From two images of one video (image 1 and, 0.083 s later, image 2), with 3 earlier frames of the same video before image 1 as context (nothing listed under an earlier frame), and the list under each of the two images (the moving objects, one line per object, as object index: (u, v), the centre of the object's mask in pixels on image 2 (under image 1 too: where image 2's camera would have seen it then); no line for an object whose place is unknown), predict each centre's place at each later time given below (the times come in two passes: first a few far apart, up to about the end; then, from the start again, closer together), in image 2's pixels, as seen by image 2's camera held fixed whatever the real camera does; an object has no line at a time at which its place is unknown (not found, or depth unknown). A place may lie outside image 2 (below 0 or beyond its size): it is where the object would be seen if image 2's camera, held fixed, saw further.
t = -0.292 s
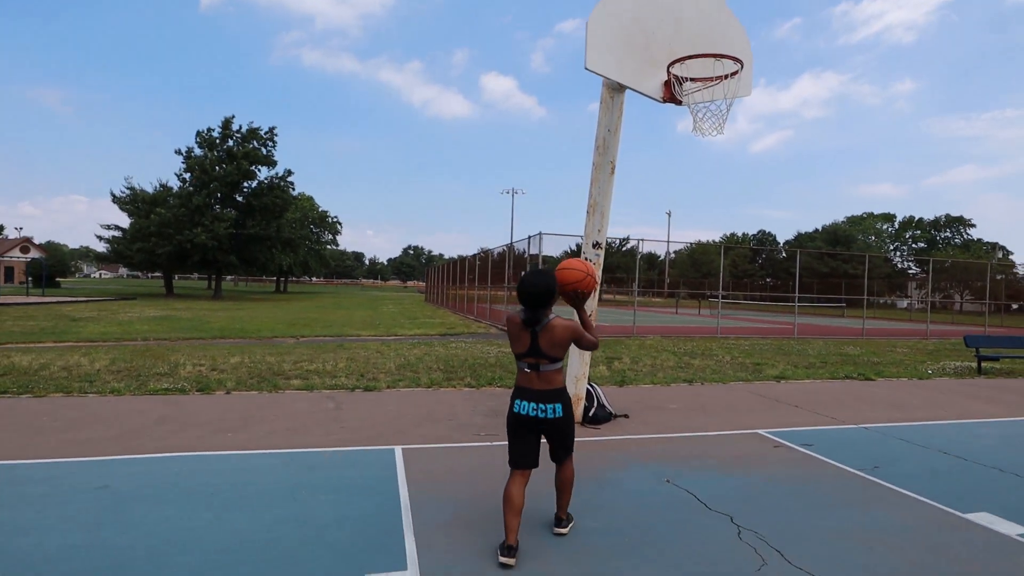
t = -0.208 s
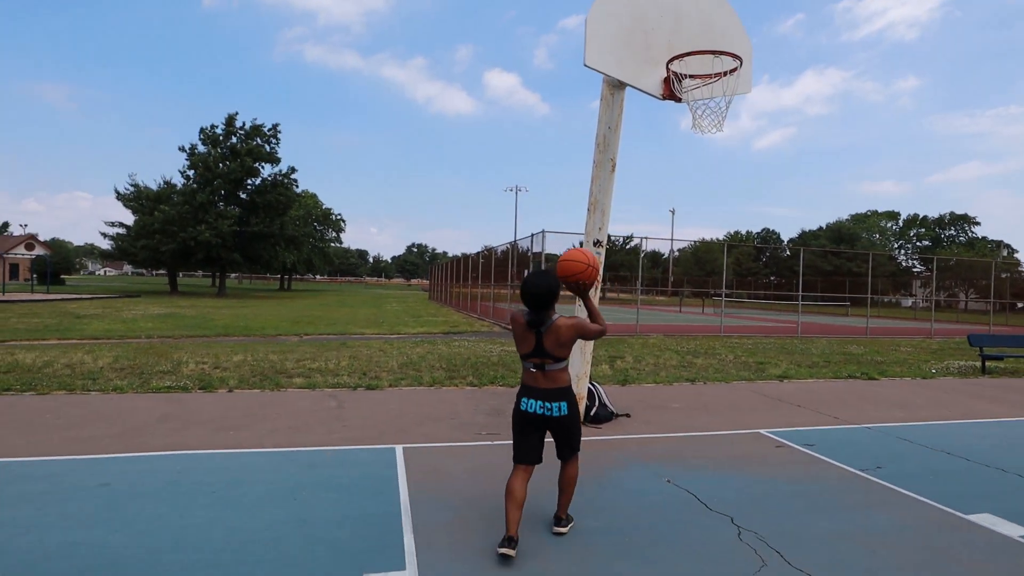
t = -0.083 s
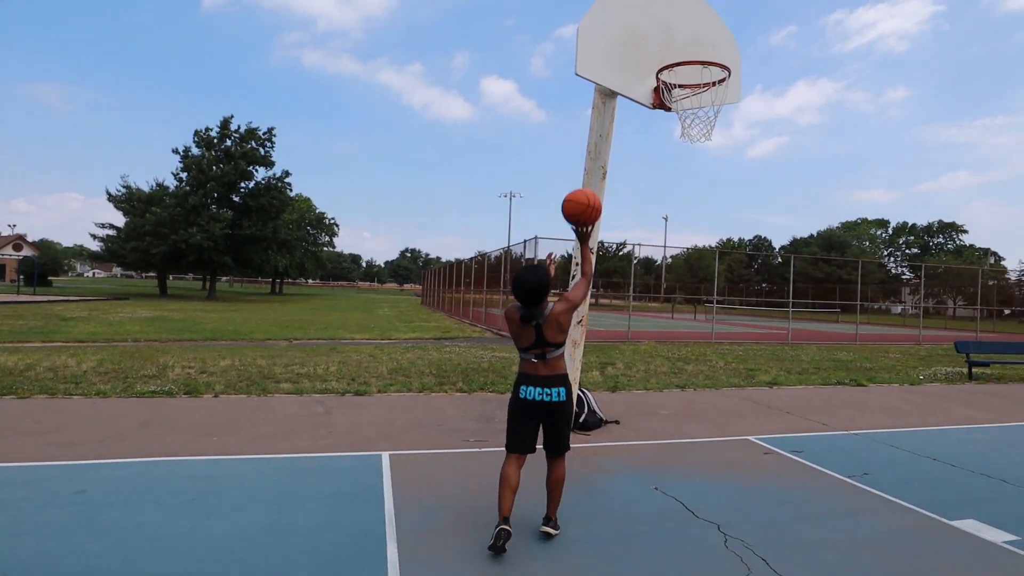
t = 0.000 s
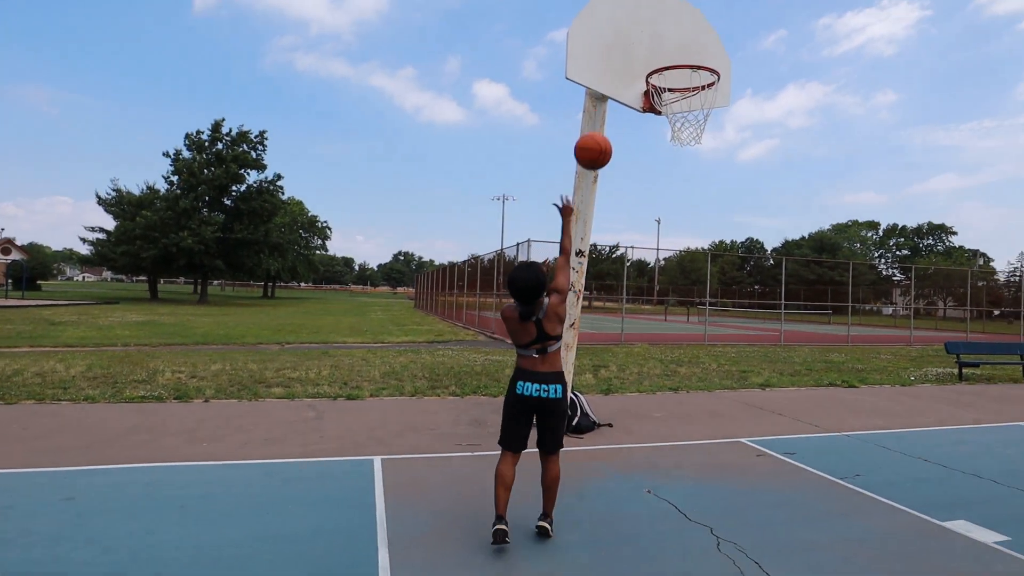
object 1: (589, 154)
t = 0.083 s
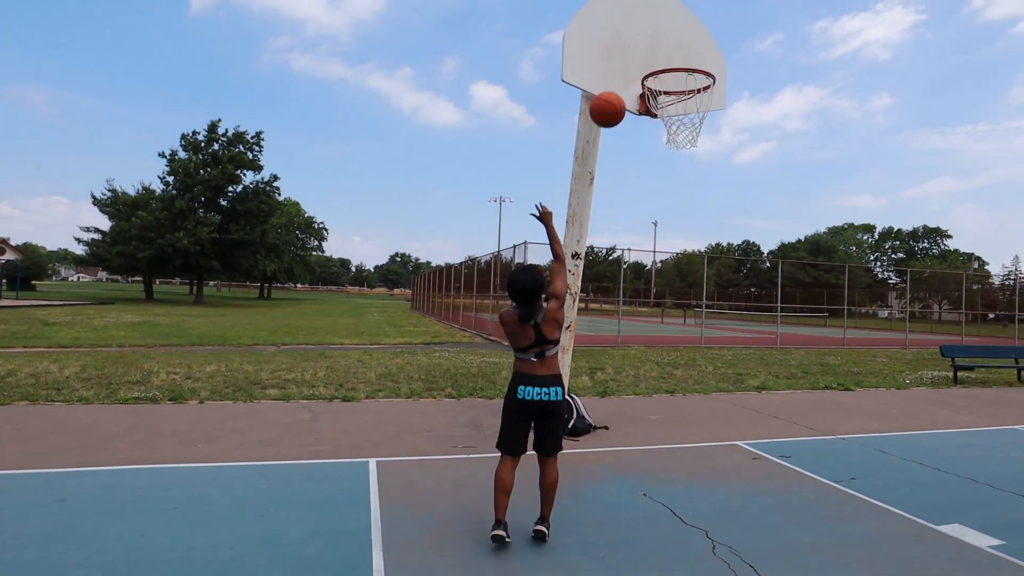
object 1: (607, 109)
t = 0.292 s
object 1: (659, 52)
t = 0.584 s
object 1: (750, 69)
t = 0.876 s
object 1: (846, 229)
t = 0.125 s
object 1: (616, 92)
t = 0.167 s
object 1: (624, 79)
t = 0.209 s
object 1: (634, 68)
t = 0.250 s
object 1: (646, 59)
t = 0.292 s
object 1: (659, 52)
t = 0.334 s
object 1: (672, 47)
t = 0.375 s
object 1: (684, 44)
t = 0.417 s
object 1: (696, 43)
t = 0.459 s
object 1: (709, 45)
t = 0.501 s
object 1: (722, 51)
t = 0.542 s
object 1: (736, 59)
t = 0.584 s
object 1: (750, 69)
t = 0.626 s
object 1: (764, 83)
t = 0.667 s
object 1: (776, 99)
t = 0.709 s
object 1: (790, 118)
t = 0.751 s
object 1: (805, 141)
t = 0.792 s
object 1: (819, 167)
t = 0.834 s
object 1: (833, 196)
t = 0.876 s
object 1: (846, 229)
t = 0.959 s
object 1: (878, 306)
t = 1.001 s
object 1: (892, 349)
